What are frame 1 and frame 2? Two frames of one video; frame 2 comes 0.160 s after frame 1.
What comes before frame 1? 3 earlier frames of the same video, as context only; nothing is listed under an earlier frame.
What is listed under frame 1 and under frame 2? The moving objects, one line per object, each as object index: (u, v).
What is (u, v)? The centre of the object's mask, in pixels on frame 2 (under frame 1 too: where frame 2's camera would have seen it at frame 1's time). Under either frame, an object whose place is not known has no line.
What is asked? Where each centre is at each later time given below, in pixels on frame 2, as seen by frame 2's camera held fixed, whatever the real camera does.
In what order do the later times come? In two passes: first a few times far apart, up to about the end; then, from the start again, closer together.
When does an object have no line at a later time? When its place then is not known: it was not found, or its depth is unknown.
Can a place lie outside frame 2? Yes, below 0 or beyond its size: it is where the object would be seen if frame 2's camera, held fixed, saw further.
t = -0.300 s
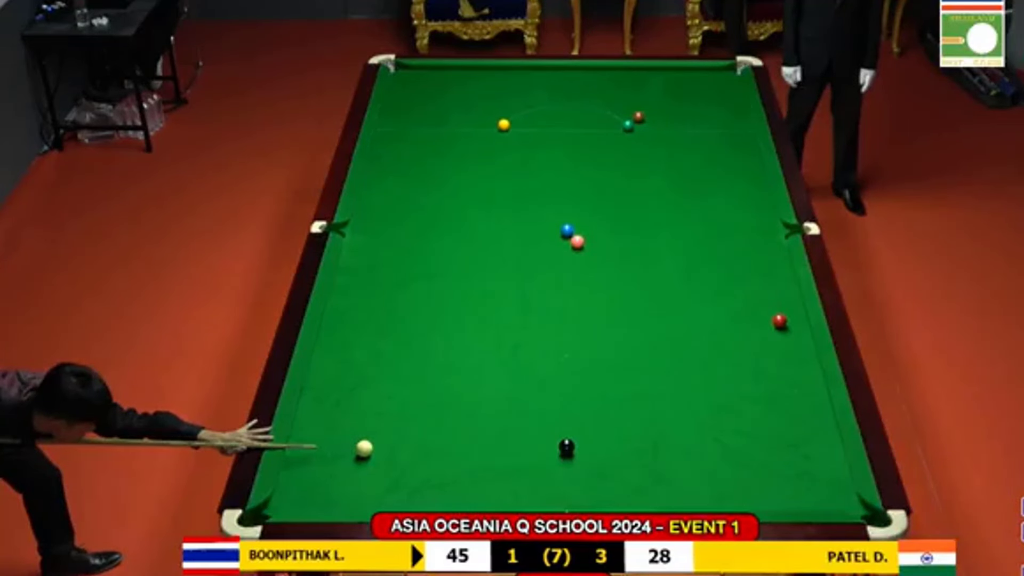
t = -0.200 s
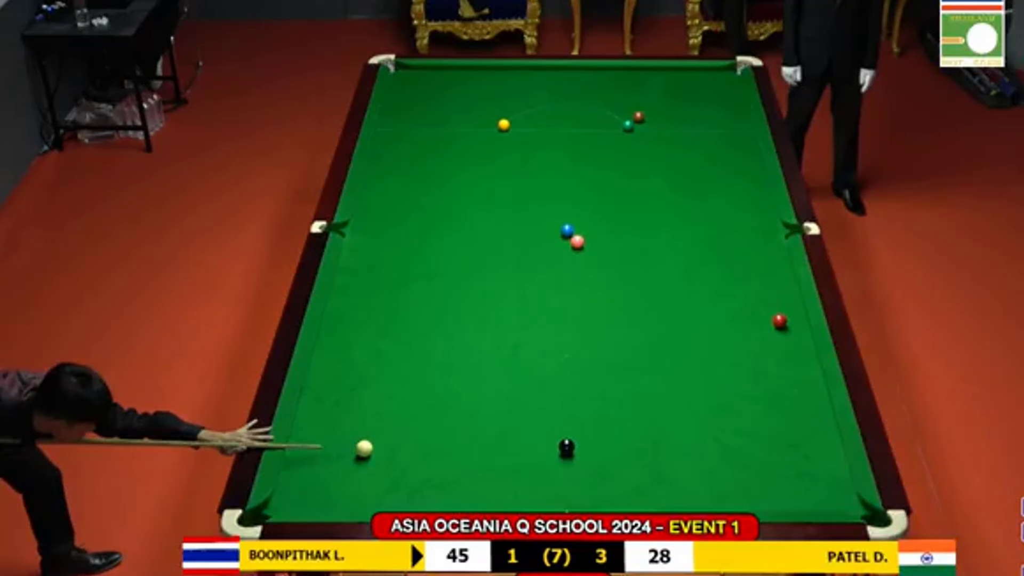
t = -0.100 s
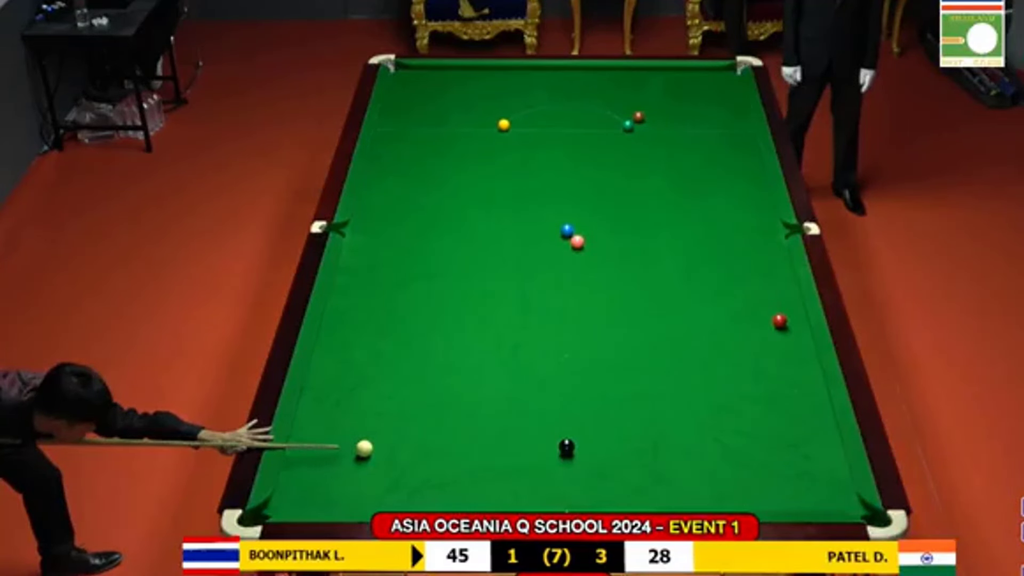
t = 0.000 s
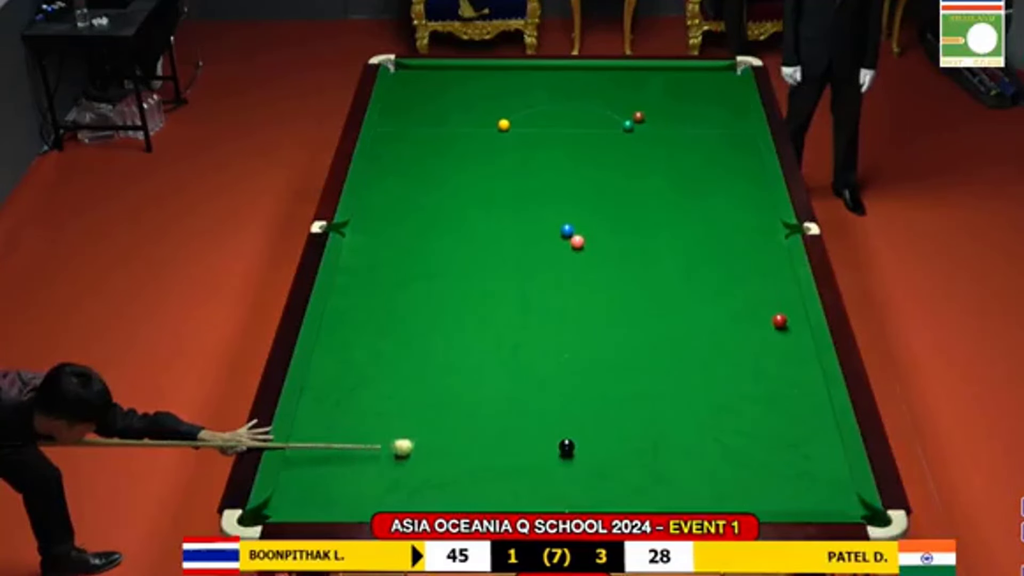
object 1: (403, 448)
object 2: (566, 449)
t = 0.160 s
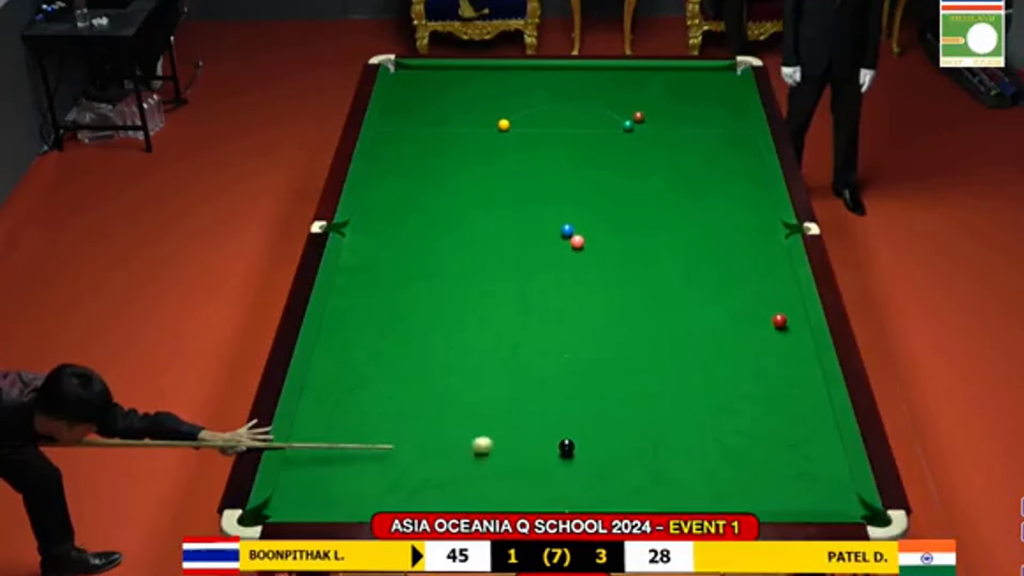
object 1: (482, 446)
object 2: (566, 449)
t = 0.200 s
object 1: (501, 445)
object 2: (566, 449)
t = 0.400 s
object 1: (559, 436)
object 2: (601, 455)
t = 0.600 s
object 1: (588, 422)
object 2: (658, 467)
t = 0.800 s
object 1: (617, 408)
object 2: (710, 477)
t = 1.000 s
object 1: (644, 396)
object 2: (761, 488)
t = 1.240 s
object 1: (674, 382)
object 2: (823, 500)
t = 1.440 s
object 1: (698, 371)
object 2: (857, 511)
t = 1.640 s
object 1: (720, 361)
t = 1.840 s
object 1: (741, 351)
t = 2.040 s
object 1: (761, 342)
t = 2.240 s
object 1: (780, 334)
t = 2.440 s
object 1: (797, 326)
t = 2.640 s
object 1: (793, 319)
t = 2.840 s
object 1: (788, 314)
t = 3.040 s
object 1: (783, 309)
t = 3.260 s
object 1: (778, 304)
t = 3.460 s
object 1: (774, 300)
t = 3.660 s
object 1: (771, 297)
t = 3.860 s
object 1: (768, 294)
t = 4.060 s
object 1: (765, 292)
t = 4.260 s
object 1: (763, 290)
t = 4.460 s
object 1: (762, 289)
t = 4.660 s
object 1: (762, 288)
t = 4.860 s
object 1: (761, 288)
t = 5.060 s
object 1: (761, 288)
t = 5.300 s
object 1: (761, 288)
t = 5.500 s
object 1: (761, 288)
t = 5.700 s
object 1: (761, 288)
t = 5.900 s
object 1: (761, 288)
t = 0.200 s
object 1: (501, 445)
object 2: (566, 449)
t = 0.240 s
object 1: (519, 444)
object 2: (567, 449)
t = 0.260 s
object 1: (528, 444)
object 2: (567, 449)
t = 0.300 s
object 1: (547, 444)
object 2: (567, 449)
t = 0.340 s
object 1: (553, 441)
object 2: (578, 451)
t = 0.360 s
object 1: (555, 439)
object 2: (586, 452)
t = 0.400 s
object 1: (559, 436)
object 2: (601, 455)
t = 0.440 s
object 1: (564, 433)
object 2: (613, 458)
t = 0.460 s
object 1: (567, 431)
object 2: (619, 459)
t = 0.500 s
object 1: (573, 428)
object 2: (632, 462)
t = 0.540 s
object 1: (579, 426)
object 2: (642, 464)
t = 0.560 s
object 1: (582, 424)
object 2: (648, 466)
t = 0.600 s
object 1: (588, 422)
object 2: (658, 467)
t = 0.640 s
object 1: (594, 419)
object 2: (668, 470)
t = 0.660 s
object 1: (597, 417)
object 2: (674, 471)
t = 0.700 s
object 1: (603, 415)
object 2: (684, 473)
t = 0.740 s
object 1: (608, 412)
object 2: (694, 474)
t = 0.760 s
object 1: (611, 410)
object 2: (700, 475)
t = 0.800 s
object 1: (617, 408)
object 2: (710, 477)
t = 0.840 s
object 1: (622, 405)
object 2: (720, 481)
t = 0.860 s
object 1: (625, 404)
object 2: (725, 482)
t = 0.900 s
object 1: (630, 402)
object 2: (736, 483)
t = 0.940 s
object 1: (636, 399)
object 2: (746, 485)
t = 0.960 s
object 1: (638, 398)
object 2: (751, 487)
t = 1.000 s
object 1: (644, 396)
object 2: (761, 488)
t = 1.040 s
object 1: (649, 393)
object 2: (772, 491)
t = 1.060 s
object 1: (651, 392)
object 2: (777, 492)
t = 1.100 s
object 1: (656, 390)
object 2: (788, 494)
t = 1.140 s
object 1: (661, 388)
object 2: (798, 496)
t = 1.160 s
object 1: (664, 386)
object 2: (803, 497)
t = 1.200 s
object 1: (669, 384)
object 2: (813, 499)
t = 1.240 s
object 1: (674, 382)
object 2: (823, 500)
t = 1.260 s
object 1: (676, 381)
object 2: (828, 500)
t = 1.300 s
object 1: (681, 378)
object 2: (838, 501)
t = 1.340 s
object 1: (686, 376)
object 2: (848, 504)
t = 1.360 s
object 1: (688, 375)
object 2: (852, 505)
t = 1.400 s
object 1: (693, 373)
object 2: (857, 507)
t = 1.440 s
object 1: (698, 371)
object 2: (857, 511)
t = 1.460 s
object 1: (700, 370)
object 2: (858, 513)
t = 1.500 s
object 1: (704, 368)
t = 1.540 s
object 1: (708, 366)
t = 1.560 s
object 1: (711, 365)
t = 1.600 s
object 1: (715, 363)
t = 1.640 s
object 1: (720, 361)
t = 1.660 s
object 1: (722, 360)
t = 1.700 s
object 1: (726, 358)
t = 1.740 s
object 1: (731, 356)
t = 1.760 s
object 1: (733, 355)
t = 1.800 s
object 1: (737, 353)
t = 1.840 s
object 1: (741, 351)
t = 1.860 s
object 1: (743, 350)
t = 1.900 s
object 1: (747, 348)
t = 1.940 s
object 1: (751, 347)
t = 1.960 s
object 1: (753, 346)
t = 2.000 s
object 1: (757, 344)
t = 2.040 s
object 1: (761, 342)
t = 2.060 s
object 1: (763, 341)
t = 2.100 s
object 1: (767, 340)
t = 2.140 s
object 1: (771, 338)
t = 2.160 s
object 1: (772, 337)
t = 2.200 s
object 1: (776, 335)
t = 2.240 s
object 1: (780, 334)
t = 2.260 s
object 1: (782, 333)
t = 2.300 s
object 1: (785, 331)
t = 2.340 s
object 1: (788, 330)
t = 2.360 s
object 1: (790, 329)
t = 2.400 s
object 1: (794, 327)
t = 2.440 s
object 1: (797, 326)
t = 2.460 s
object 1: (799, 325)
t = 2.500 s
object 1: (801, 323)
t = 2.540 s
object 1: (798, 322)
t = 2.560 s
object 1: (797, 322)
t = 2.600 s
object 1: (794, 320)
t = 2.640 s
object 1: (793, 319)
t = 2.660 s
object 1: (792, 318)
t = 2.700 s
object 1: (791, 318)
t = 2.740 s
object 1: (790, 317)
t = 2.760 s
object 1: (790, 316)
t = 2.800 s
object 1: (788, 315)
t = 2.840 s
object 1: (788, 314)
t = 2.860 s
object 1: (787, 313)
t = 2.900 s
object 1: (786, 312)
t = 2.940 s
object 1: (785, 311)
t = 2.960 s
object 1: (785, 311)
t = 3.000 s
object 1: (783, 310)
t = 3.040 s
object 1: (783, 309)
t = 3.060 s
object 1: (782, 308)
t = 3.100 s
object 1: (781, 308)
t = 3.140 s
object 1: (780, 306)
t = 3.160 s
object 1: (780, 306)
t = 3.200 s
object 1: (779, 305)
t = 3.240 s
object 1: (778, 304)
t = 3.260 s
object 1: (778, 304)
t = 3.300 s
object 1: (777, 303)
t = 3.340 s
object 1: (776, 303)
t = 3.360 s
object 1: (776, 302)
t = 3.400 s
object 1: (775, 301)
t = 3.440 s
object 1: (774, 301)
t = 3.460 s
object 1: (774, 300)
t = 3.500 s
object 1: (773, 299)
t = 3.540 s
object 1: (773, 299)
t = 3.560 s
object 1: (773, 298)
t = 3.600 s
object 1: (772, 298)
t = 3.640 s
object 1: (771, 297)
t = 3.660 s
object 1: (771, 297)
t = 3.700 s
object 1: (770, 296)
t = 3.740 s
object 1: (770, 296)
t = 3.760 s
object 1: (769, 295)
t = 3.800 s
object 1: (769, 295)
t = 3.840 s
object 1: (768, 295)
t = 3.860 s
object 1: (768, 294)
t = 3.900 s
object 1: (767, 294)
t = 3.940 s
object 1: (767, 293)
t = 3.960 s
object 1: (767, 293)
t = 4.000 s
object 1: (766, 292)
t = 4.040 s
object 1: (765, 292)
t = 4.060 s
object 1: (765, 292)
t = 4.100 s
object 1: (765, 291)
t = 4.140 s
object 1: (765, 291)
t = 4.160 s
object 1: (764, 291)
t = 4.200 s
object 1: (764, 290)
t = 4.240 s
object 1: (764, 290)
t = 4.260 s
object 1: (763, 290)
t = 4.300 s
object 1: (763, 290)
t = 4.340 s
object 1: (763, 289)
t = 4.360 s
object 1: (763, 289)
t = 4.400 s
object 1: (762, 289)
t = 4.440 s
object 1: (762, 289)
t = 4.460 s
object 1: (762, 289)
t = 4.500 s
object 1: (762, 288)
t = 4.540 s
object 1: (762, 288)
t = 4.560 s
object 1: (762, 288)
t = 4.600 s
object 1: (762, 288)
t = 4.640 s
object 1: (761, 288)
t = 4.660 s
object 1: (762, 288)
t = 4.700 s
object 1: (762, 288)
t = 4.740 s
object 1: (762, 288)
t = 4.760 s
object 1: (761, 288)
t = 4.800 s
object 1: (761, 288)
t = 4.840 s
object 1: (761, 288)
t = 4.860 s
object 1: (761, 288)
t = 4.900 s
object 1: (761, 288)
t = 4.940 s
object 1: (761, 288)
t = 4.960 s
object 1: (761, 288)
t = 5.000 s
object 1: (761, 288)
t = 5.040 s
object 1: (761, 288)
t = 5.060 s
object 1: (761, 288)
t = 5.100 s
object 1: (761, 288)
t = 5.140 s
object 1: (761, 288)
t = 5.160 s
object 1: (761, 288)
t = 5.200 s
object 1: (761, 288)
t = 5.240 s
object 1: (761, 288)
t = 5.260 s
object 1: (761, 288)
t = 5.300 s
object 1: (761, 288)
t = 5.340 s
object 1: (761, 288)
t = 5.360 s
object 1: (761, 288)
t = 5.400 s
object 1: (761, 288)
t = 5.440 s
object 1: (761, 288)
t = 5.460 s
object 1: (761, 288)
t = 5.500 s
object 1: (761, 288)
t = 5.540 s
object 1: (761, 288)
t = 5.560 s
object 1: (761, 288)
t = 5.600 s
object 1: (761, 288)
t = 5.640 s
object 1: (761, 288)
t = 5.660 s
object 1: (761, 288)
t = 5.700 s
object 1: (761, 288)
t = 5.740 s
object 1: (761, 288)
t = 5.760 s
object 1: (761, 288)
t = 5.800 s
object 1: (761, 288)
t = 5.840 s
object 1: (761, 288)
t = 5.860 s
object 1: (761, 288)
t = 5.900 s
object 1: (761, 288)
